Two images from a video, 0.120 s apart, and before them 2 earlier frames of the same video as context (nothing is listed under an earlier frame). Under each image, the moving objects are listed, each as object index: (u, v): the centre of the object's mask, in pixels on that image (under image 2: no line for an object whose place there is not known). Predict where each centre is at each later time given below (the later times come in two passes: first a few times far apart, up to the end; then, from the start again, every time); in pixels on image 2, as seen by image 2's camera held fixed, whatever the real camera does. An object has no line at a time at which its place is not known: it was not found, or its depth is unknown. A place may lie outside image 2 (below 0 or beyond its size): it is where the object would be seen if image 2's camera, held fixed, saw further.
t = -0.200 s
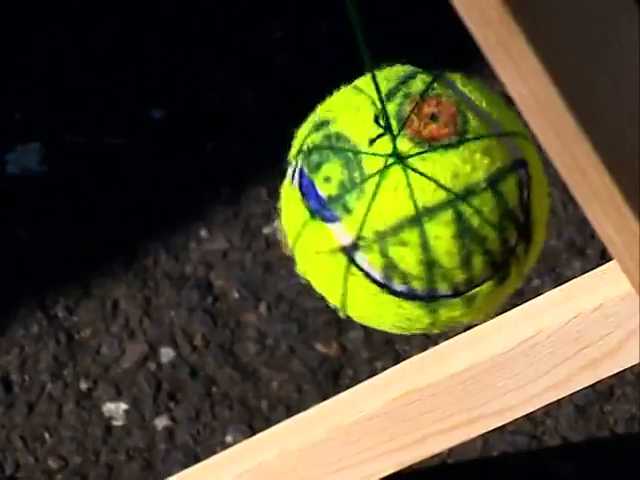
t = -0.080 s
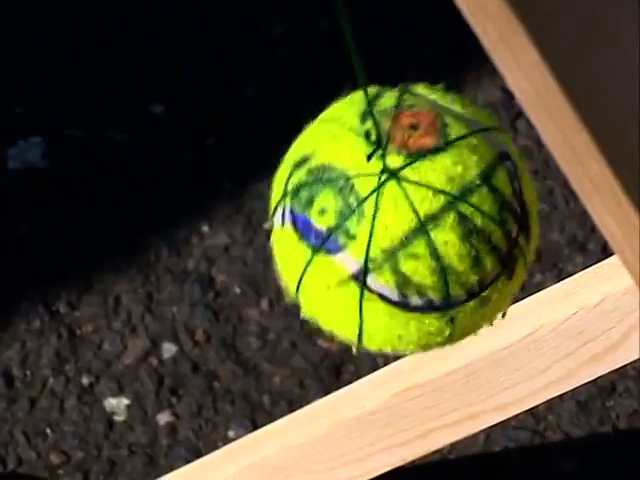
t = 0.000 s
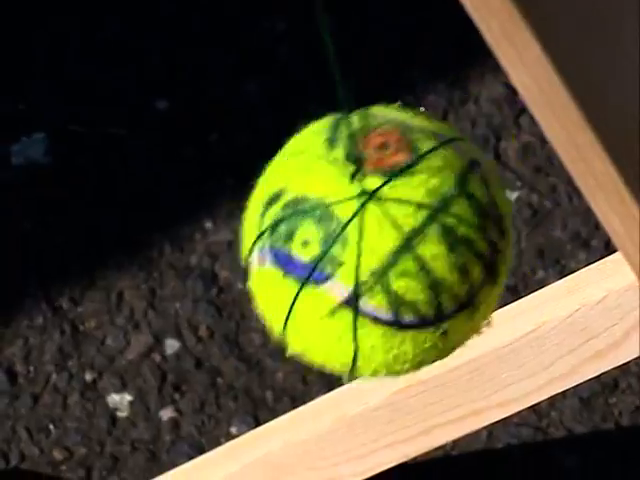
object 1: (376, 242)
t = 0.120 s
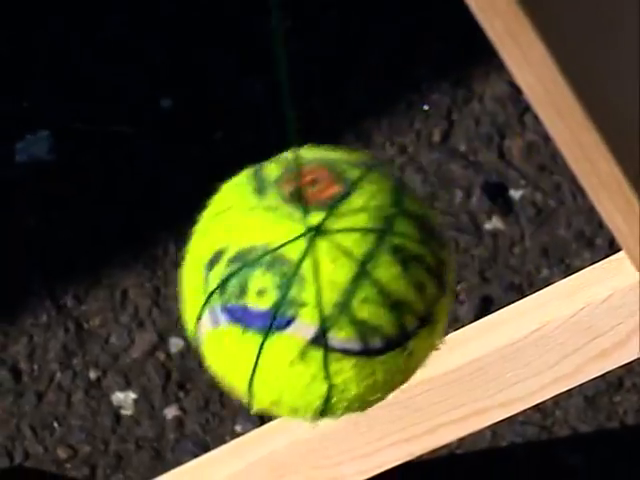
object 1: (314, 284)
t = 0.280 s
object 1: (233, 320)
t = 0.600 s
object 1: (241, 270)
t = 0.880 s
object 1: (383, 190)
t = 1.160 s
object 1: (400, 229)
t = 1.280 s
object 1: (347, 272)
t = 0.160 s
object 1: (291, 296)
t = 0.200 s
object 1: (269, 307)
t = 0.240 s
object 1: (250, 315)
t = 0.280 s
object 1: (233, 320)
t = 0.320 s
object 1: (219, 322)
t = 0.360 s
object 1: (211, 322)
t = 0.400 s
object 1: (206, 319)
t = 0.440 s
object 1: (205, 313)
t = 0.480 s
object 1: (208, 306)
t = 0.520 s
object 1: (215, 295)
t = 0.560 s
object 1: (226, 283)
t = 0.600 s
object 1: (241, 270)
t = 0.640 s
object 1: (259, 255)
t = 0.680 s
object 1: (278, 241)
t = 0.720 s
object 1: (299, 227)
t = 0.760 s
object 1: (321, 215)
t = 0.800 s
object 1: (343, 205)
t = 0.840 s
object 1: (365, 197)
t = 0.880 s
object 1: (383, 190)
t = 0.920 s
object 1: (398, 186)
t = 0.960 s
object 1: (407, 187)
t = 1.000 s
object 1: (415, 190)
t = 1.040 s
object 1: (418, 196)
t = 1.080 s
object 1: (416, 205)
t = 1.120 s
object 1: (411, 216)
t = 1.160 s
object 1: (400, 229)
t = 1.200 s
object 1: (384, 243)
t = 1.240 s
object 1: (368, 258)
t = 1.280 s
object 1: (347, 272)
